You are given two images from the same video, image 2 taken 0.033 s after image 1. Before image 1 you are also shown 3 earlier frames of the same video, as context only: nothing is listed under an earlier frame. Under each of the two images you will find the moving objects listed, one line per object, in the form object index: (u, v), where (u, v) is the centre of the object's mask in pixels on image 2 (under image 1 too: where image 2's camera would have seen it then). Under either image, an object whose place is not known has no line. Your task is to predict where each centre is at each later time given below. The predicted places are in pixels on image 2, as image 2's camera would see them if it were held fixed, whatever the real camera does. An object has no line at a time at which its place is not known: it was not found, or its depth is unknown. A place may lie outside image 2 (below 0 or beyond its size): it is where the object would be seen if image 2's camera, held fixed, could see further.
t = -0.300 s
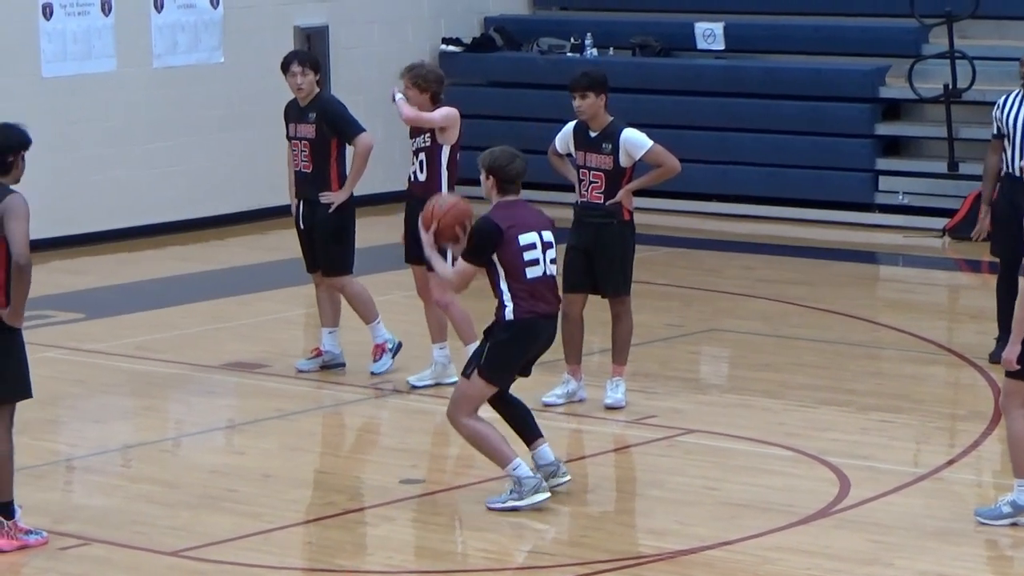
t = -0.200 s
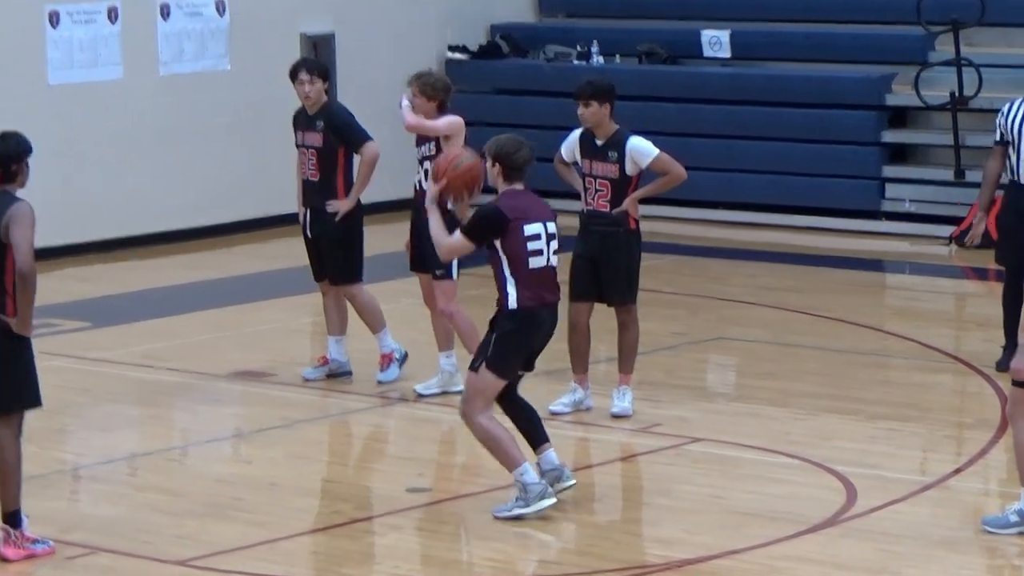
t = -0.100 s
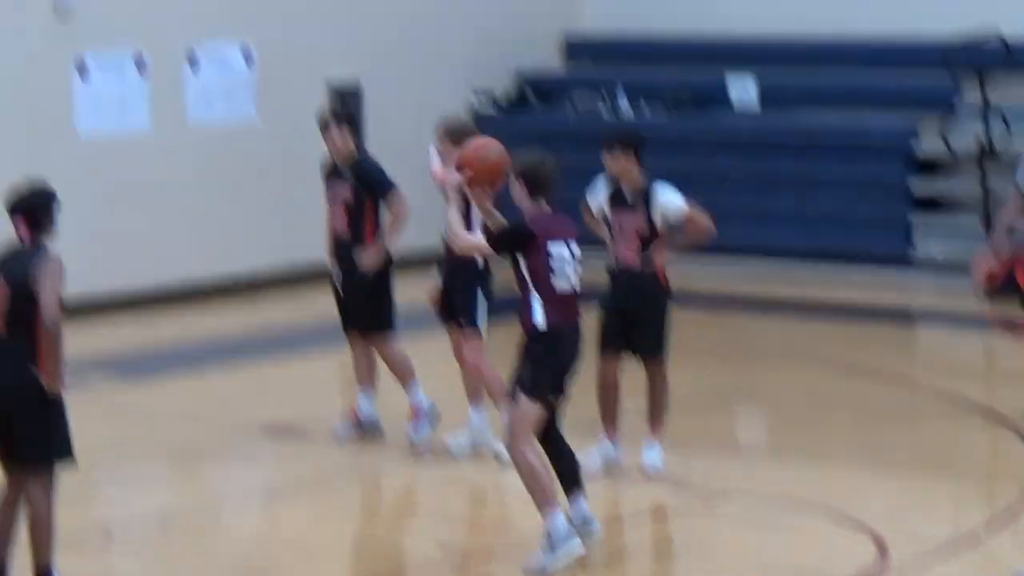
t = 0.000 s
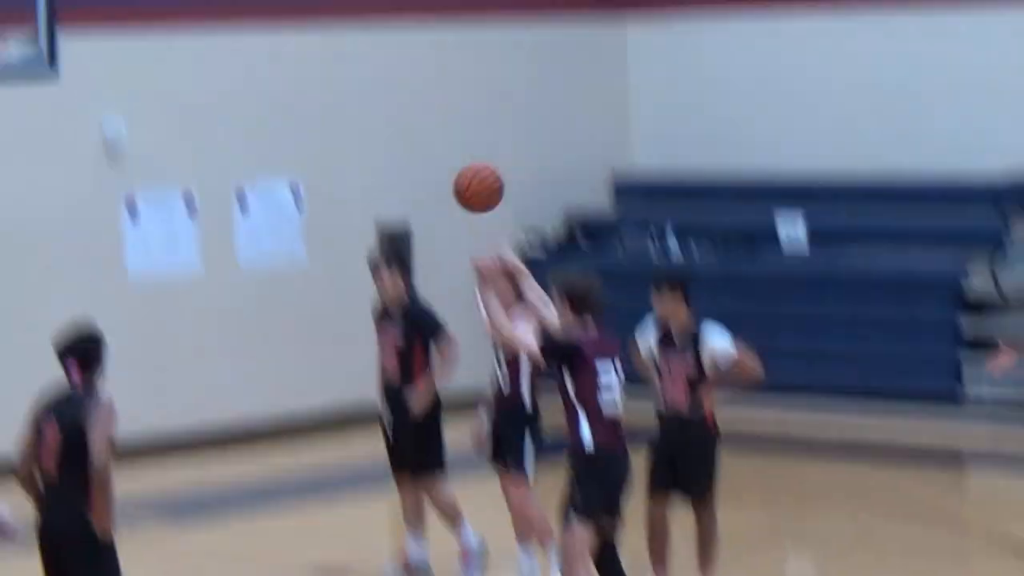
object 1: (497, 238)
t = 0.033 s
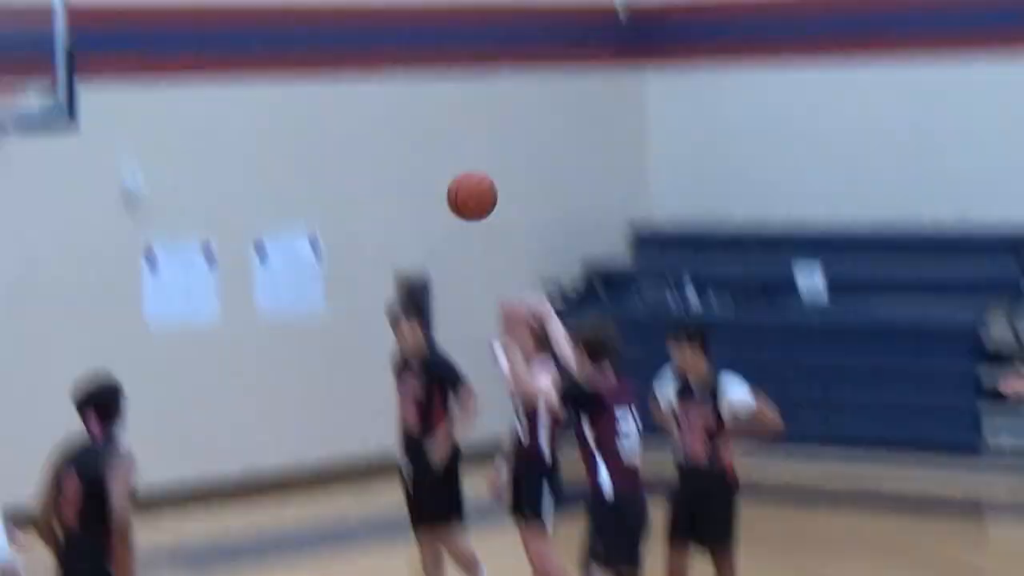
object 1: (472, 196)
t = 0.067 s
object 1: (447, 156)
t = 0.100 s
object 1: (423, 118)
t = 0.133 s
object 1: (398, 83)
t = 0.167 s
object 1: (376, 52)
